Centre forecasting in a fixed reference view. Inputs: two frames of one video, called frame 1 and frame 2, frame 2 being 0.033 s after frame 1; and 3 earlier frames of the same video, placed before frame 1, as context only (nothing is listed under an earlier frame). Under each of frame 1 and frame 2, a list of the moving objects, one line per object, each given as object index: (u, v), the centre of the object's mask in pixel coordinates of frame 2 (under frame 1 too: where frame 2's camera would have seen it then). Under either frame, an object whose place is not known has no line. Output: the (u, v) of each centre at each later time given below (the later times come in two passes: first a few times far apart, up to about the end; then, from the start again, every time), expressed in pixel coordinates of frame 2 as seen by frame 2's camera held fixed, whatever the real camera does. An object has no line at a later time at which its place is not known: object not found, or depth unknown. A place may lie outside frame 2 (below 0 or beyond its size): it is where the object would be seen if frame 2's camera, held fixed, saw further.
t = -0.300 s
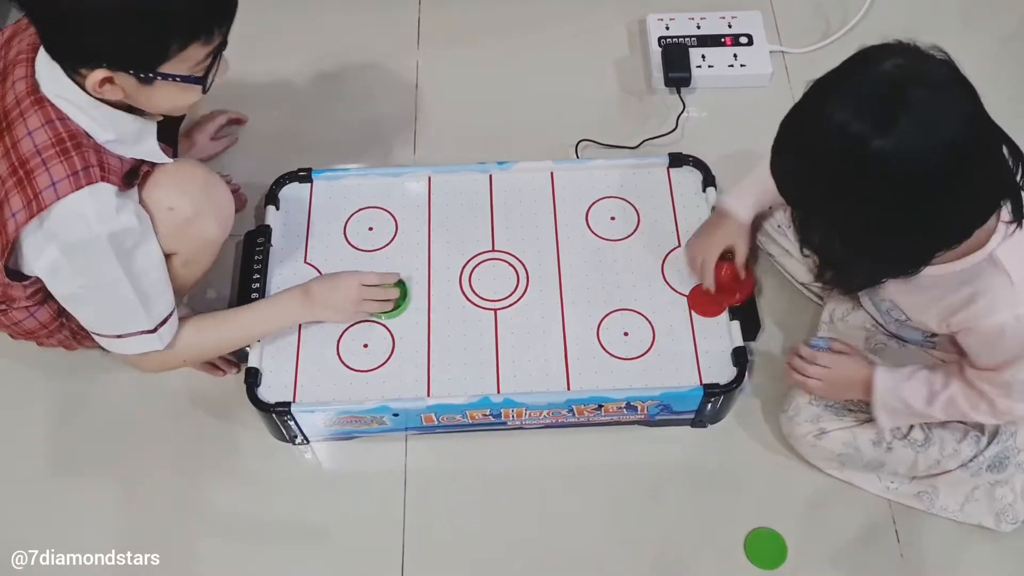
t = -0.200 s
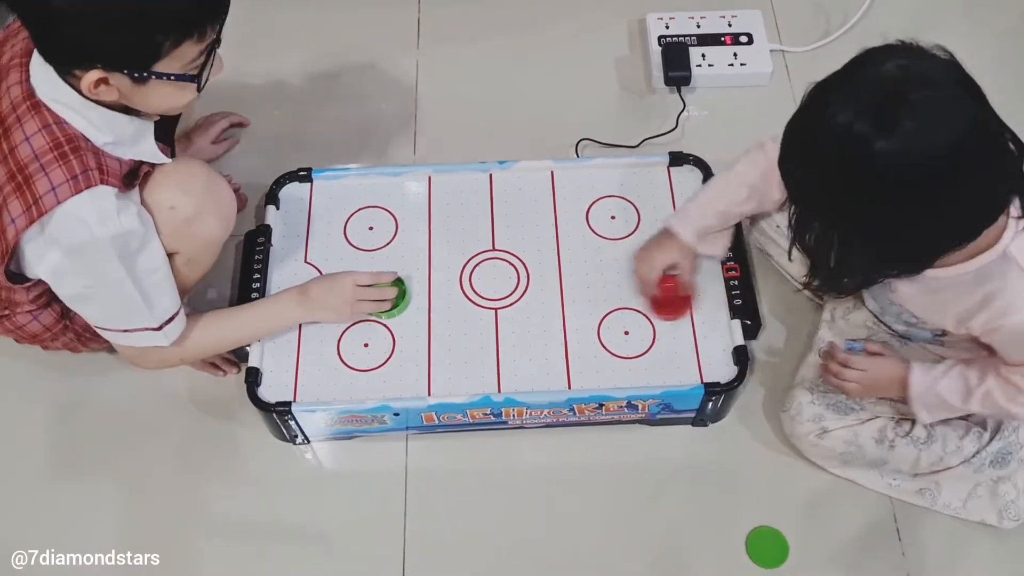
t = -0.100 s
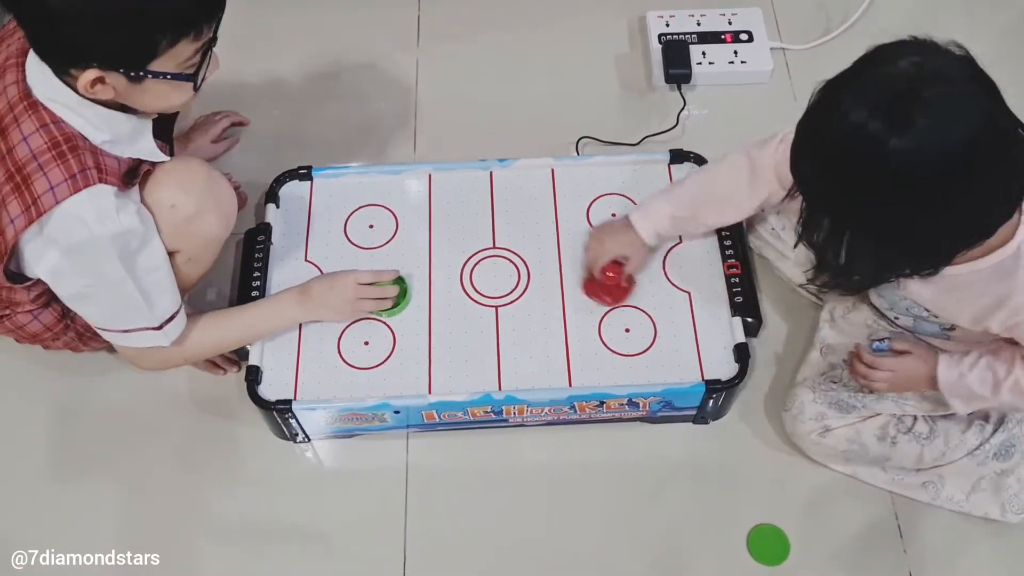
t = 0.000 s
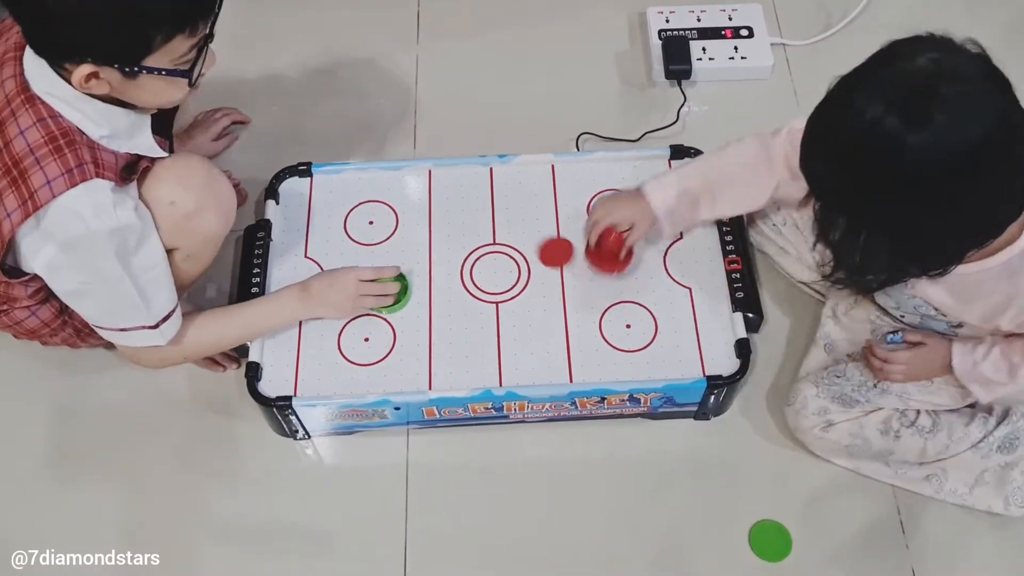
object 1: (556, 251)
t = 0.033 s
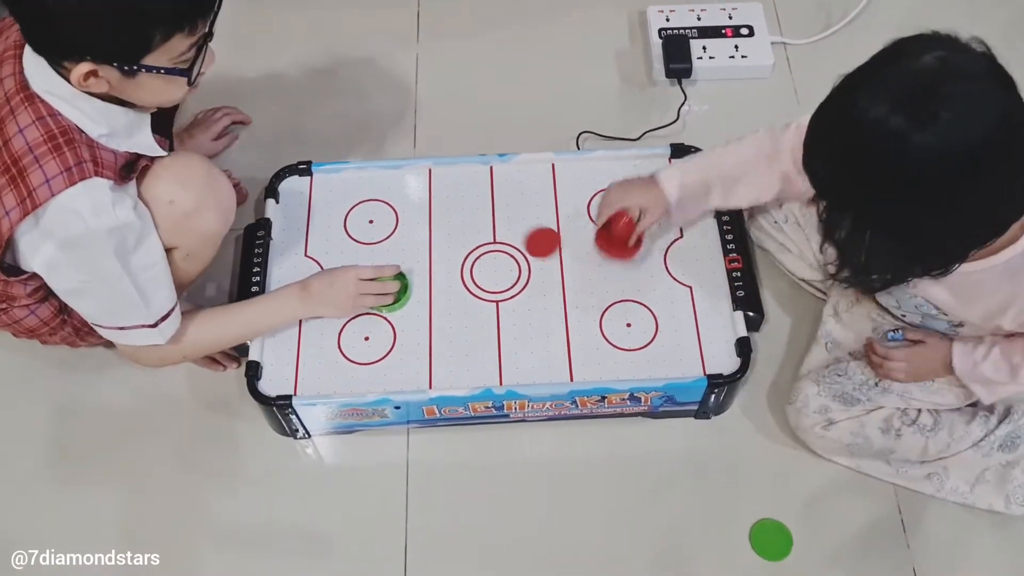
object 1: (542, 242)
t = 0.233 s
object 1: (472, 200)
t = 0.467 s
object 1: (420, 199)
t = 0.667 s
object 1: (386, 228)
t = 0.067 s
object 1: (529, 234)
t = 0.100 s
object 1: (516, 226)
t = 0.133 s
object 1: (505, 219)
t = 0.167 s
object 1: (494, 213)
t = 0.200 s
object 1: (483, 206)
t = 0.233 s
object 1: (472, 200)
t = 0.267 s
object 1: (462, 194)
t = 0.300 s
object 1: (452, 189)
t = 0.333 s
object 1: (443, 184)
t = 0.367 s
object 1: (437, 185)
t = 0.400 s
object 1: (431, 190)
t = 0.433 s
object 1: (425, 194)
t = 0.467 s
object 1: (420, 199)
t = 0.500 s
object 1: (414, 204)
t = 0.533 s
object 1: (409, 208)
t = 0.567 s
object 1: (403, 213)
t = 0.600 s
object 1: (398, 218)
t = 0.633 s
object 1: (392, 223)
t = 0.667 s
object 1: (386, 228)
